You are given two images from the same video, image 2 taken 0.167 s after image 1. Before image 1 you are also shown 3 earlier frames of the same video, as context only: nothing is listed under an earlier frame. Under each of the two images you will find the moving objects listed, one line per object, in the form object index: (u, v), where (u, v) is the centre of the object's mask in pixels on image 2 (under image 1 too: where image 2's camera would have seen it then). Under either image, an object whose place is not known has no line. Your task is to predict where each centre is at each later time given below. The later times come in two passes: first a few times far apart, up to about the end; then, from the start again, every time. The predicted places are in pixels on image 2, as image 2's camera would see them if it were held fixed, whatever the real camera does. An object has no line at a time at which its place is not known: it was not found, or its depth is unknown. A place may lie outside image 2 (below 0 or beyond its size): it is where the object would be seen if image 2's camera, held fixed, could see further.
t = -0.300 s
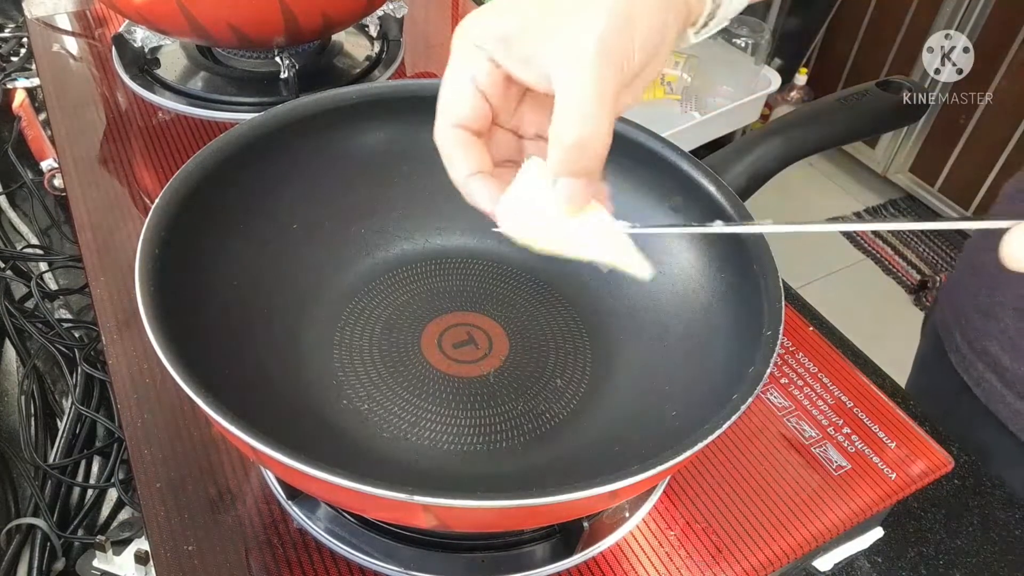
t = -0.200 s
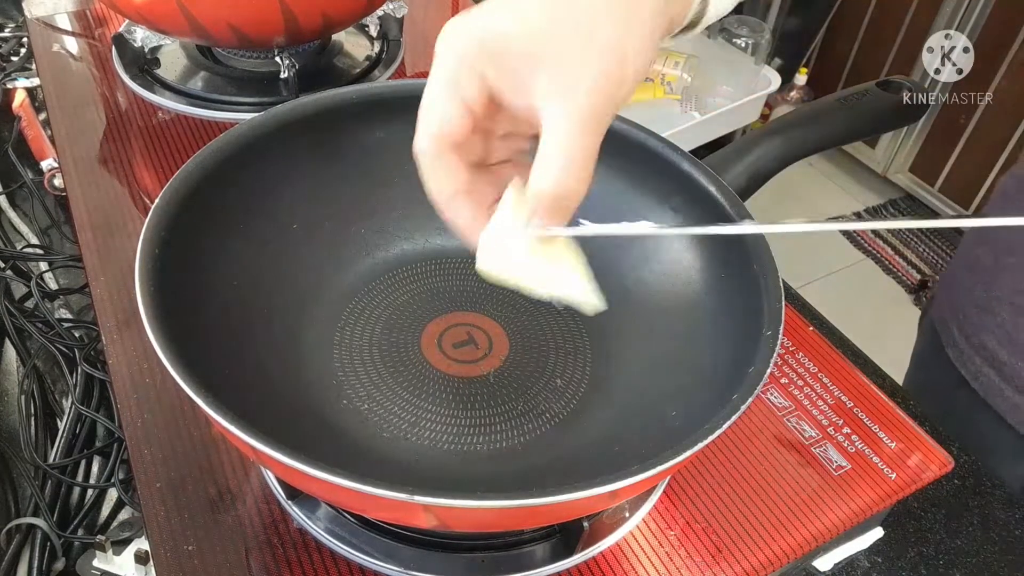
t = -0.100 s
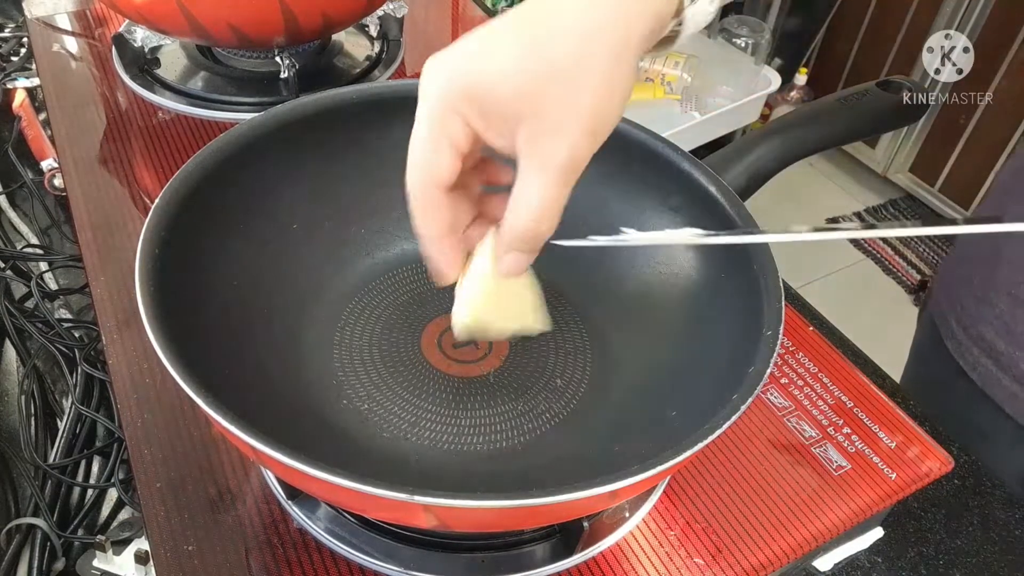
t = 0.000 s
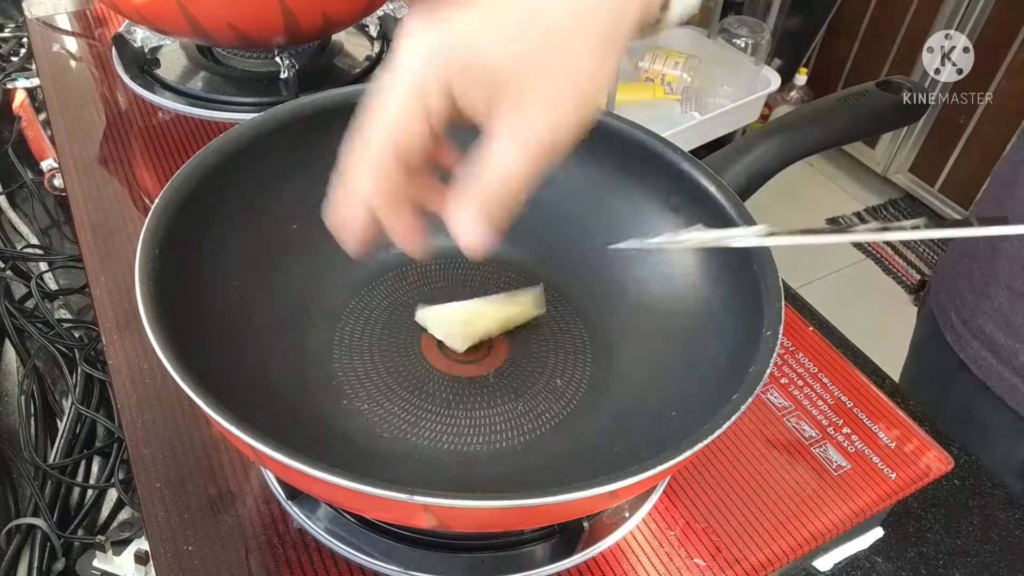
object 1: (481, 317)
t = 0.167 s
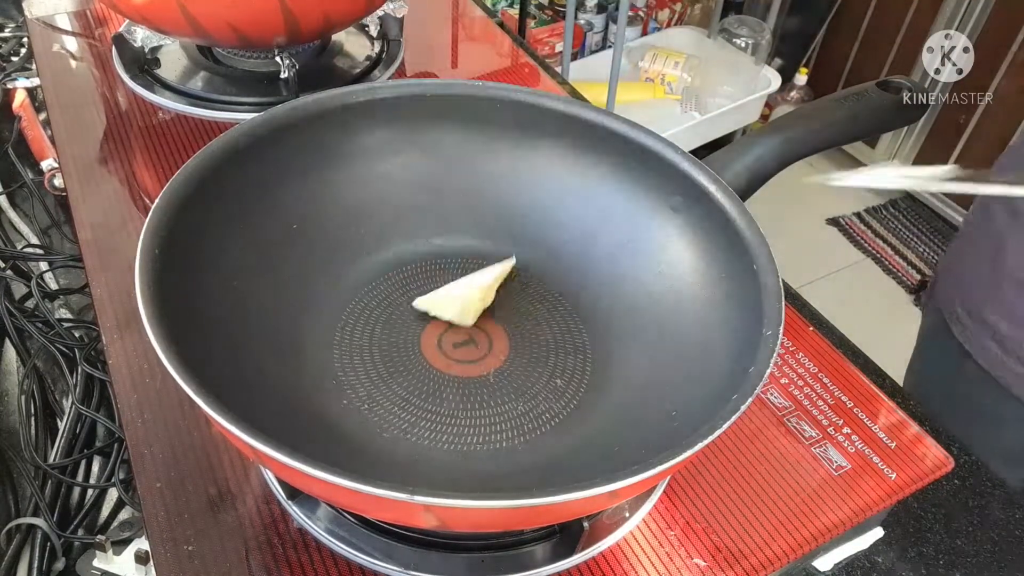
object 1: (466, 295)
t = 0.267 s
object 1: (478, 284)
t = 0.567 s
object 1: (512, 286)
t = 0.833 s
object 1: (519, 288)
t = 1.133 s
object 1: (522, 288)
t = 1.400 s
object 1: (535, 285)
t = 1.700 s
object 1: (549, 279)
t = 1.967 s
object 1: (551, 279)
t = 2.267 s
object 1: (554, 280)
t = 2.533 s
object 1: (555, 280)
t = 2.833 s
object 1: (556, 281)
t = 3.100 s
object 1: (557, 282)
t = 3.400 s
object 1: (557, 283)
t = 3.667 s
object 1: (558, 283)
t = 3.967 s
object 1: (558, 284)
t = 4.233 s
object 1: (558, 285)
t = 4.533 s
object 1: (559, 285)
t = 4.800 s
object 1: (559, 286)
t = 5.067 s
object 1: (557, 285)
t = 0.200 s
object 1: (469, 291)
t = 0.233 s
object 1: (473, 287)
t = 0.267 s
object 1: (478, 284)
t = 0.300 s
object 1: (484, 281)
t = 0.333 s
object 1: (488, 279)
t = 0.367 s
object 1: (492, 278)
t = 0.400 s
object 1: (496, 278)
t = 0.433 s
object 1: (500, 279)
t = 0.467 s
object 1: (503, 281)
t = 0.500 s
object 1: (506, 283)
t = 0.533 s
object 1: (509, 284)
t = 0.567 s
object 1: (512, 286)
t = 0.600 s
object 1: (515, 287)
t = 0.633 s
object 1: (517, 287)
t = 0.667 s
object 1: (518, 288)
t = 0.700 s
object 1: (518, 288)
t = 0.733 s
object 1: (518, 288)
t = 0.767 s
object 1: (518, 288)
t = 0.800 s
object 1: (519, 288)
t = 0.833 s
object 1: (519, 288)
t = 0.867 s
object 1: (519, 288)
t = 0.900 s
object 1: (519, 288)
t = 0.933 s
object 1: (519, 288)
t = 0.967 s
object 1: (519, 288)
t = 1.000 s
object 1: (520, 288)
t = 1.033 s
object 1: (520, 288)
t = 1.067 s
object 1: (520, 288)
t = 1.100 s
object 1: (521, 288)
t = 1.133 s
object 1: (522, 288)
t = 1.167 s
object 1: (522, 288)
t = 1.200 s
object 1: (523, 288)
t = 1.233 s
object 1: (525, 288)
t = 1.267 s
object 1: (526, 287)
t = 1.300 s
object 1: (528, 287)
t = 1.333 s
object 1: (530, 286)
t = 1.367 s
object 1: (533, 285)
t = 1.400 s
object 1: (535, 285)
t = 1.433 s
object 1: (537, 284)
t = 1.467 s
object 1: (540, 283)
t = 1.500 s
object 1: (542, 282)
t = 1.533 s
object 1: (543, 281)
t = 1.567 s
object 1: (545, 281)
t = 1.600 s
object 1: (547, 280)
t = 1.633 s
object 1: (547, 279)
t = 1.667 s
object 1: (548, 279)
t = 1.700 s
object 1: (549, 279)
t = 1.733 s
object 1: (549, 279)
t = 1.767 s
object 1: (550, 279)
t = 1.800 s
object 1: (550, 279)
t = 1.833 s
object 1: (550, 279)
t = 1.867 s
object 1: (550, 279)
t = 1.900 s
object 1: (551, 279)
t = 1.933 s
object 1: (551, 279)
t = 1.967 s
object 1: (551, 279)
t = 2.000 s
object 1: (552, 279)
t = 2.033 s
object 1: (552, 279)
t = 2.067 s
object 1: (552, 279)
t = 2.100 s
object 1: (553, 279)
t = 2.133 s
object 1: (553, 280)
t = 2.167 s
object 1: (553, 280)
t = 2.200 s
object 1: (553, 280)
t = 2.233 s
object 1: (553, 280)
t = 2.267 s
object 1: (554, 280)
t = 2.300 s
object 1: (554, 280)
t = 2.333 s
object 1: (554, 280)
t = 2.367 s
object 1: (554, 280)
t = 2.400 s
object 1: (555, 280)
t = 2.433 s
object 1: (555, 280)
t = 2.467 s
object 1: (555, 280)
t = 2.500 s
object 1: (555, 280)
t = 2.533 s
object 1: (555, 280)
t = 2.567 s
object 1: (555, 280)
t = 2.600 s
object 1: (556, 280)
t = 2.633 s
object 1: (556, 280)
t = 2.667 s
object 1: (556, 281)
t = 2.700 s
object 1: (556, 281)
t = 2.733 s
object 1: (556, 281)
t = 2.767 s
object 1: (556, 281)
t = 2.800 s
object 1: (556, 281)
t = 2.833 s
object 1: (556, 281)
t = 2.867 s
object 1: (556, 281)
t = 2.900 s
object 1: (556, 281)
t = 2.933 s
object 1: (557, 281)
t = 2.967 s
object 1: (556, 281)
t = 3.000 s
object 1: (557, 281)
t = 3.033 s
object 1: (557, 282)
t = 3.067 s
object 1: (557, 282)
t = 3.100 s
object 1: (557, 282)
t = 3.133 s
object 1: (557, 282)
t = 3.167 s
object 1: (557, 282)
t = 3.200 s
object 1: (557, 282)
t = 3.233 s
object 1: (557, 282)
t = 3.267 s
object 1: (557, 282)
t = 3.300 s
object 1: (557, 282)
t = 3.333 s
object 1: (557, 282)
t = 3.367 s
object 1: (557, 282)
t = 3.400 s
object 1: (557, 283)
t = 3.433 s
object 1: (557, 283)
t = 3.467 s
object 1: (557, 283)
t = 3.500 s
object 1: (557, 283)
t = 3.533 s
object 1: (558, 283)
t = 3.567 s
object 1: (558, 283)
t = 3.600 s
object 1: (558, 283)
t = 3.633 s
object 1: (558, 283)
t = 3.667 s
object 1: (558, 283)
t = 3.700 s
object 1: (558, 283)
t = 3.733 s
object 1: (558, 283)
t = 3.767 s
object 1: (558, 283)
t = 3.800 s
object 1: (558, 283)
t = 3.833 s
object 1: (558, 284)
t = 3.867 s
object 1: (558, 284)
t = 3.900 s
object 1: (558, 284)
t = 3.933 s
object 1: (558, 284)
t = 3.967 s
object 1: (558, 284)
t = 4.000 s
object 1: (558, 284)
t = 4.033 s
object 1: (558, 284)
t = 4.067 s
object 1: (558, 284)
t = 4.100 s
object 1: (558, 284)
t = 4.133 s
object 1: (558, 284)
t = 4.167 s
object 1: (558, 285)
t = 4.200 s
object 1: (558, 285)
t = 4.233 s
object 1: (558, 285)
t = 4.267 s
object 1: (558, 285)
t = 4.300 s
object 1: (558, 285)
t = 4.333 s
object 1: (558, 285)
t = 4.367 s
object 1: (559, 285)
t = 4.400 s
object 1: (558, 285)
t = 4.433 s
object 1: (558, 285)
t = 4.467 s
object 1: (558, 285)
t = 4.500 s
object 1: (559, 285)
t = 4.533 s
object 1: (559, 285)
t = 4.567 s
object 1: (559, 285)
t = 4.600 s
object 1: (559, 285)
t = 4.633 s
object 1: (559, 285)
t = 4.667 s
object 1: (559, 285)
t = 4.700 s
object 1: (559, 286)
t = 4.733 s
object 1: (559, 286)
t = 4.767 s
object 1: (559, 286)
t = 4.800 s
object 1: (559, 286)
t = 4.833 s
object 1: (559, 286)
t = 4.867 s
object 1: (559, 286)
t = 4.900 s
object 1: (559, 286)
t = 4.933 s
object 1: (559, 285)
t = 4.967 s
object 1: (559, 285)
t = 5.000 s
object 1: (558, 285)
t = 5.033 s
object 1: (558, 285)
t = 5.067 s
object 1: (557, 285)
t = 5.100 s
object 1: (557, 285)
